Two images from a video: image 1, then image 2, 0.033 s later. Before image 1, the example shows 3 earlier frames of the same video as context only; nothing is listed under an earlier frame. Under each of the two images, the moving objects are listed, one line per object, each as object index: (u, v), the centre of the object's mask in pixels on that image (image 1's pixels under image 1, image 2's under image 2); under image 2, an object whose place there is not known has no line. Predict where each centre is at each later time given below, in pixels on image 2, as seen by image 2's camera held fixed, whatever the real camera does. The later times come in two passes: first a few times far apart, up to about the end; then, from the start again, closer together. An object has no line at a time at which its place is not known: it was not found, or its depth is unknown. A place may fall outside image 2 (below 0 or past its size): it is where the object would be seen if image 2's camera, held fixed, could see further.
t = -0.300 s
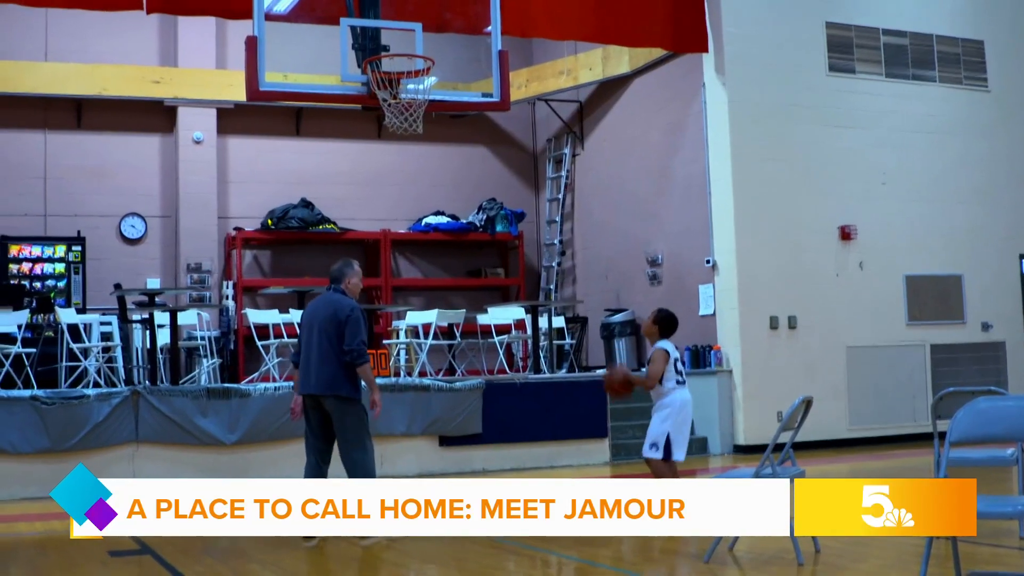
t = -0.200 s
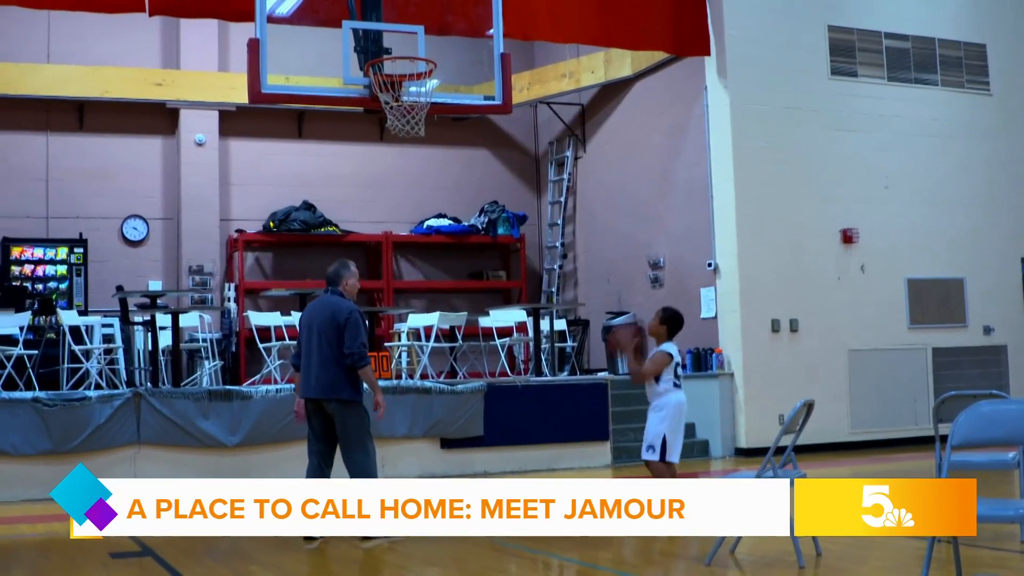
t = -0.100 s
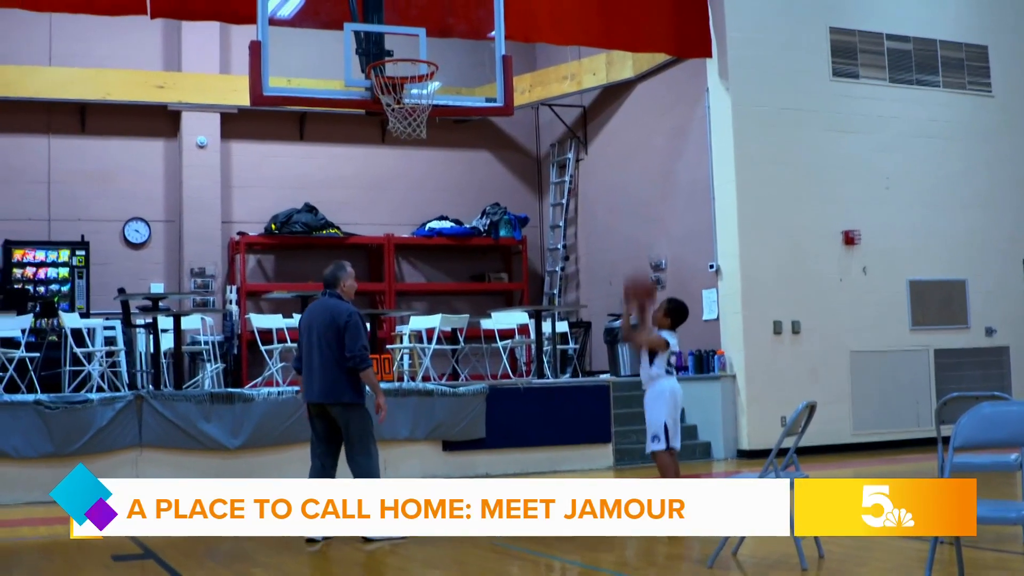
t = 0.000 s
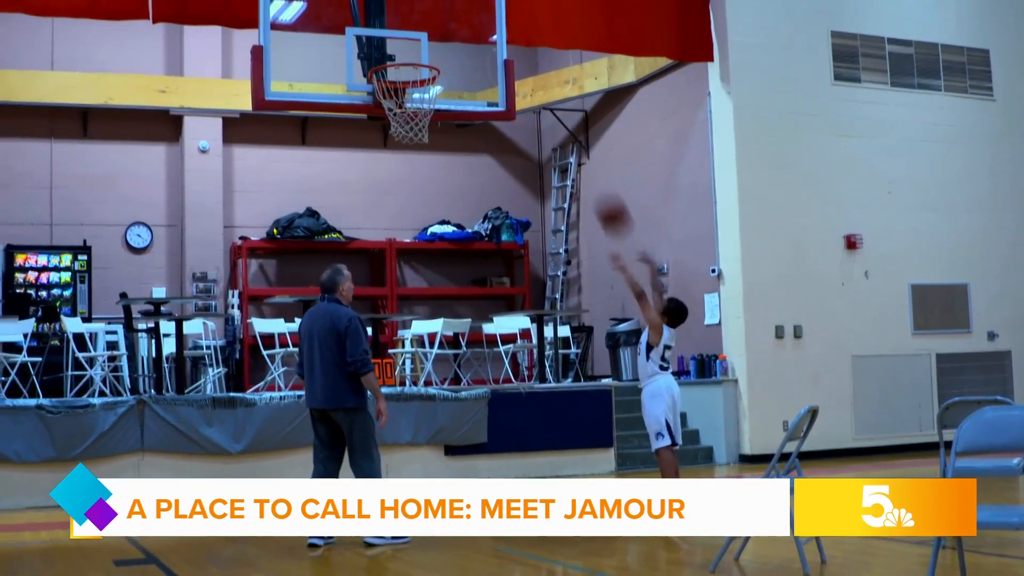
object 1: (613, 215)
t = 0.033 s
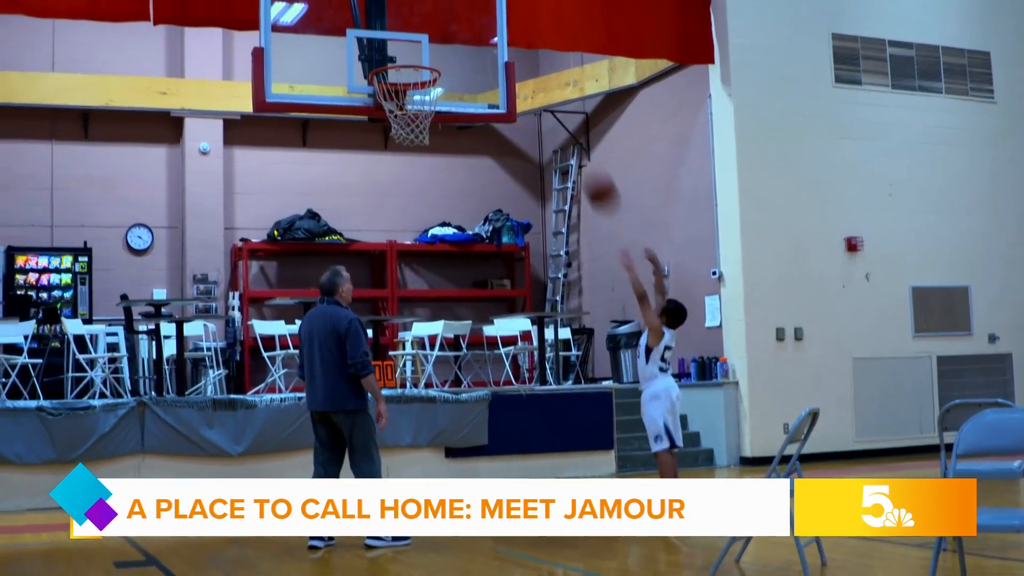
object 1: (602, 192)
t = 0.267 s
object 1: (519, 65)
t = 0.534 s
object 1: (435, 17)
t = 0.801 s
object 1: (395, 52)
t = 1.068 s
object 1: (440, 109)
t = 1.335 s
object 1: (442, 146)
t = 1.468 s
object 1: (437, 196)
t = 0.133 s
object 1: (567, 129)
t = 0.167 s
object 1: (551, 105)
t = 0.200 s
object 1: (541, 91)
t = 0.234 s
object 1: (529, 76)
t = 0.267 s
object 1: (519, 65)
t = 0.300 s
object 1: (509, 53)
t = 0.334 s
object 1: (497, 43)
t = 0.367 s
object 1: (486, 34)
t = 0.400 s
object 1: (477, 29)
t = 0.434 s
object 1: (466, 22)
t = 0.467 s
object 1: (455, 19)
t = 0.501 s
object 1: (445, 17)
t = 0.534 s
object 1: (435, 17)
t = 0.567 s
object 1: (426, 17)
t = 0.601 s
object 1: (417, 19)
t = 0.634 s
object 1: (410, 23)
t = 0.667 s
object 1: (407, 25)
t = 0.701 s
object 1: (404, 29)
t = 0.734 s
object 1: (402, 35)
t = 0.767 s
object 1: (398, 43)
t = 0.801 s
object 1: (395, 52)
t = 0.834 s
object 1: (392, 61)
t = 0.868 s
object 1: (393, 70)
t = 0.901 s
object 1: (401, 82)
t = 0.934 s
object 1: (410, 85)
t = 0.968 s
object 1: (420, 94)
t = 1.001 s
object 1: (430, 104)
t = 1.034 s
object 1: (436, 108)
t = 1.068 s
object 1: (440, 109)
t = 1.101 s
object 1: (443, 110)
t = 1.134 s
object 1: (446, 109)
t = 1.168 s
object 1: (448, 127)
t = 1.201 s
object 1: (447, 128)
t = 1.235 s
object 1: (447, 130)
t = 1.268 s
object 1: (445, 134)
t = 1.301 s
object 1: (443, 139)
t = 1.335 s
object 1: (442, 146)
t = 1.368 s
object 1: (441, 157)
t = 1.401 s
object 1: (439, 170)
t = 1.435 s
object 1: (438, 182)
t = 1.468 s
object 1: (437, 196)
